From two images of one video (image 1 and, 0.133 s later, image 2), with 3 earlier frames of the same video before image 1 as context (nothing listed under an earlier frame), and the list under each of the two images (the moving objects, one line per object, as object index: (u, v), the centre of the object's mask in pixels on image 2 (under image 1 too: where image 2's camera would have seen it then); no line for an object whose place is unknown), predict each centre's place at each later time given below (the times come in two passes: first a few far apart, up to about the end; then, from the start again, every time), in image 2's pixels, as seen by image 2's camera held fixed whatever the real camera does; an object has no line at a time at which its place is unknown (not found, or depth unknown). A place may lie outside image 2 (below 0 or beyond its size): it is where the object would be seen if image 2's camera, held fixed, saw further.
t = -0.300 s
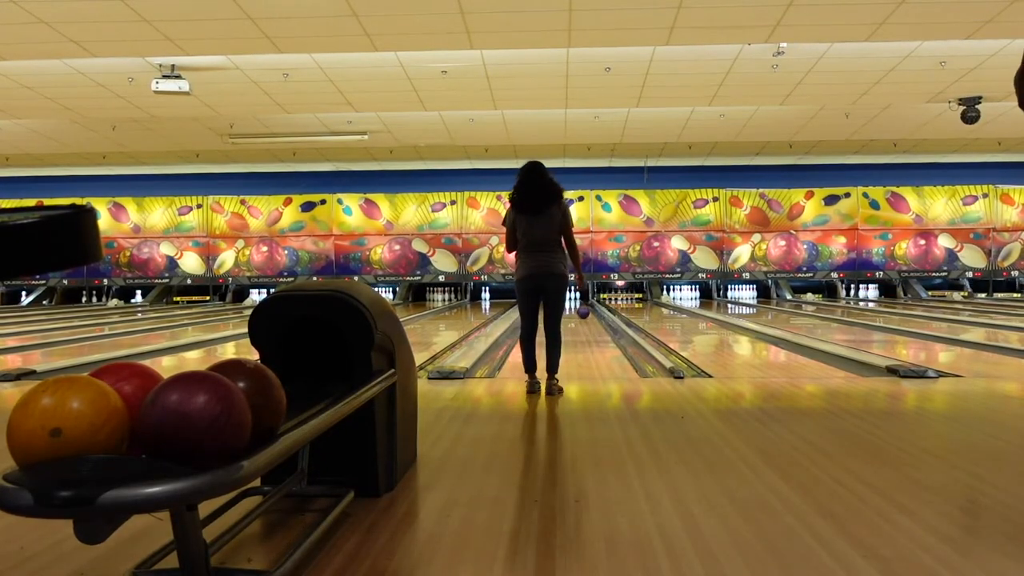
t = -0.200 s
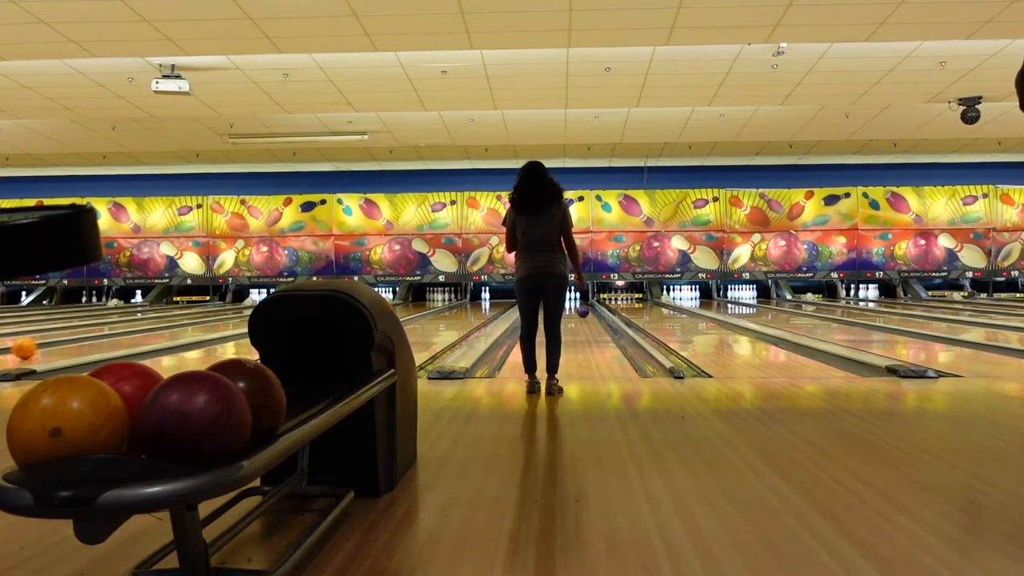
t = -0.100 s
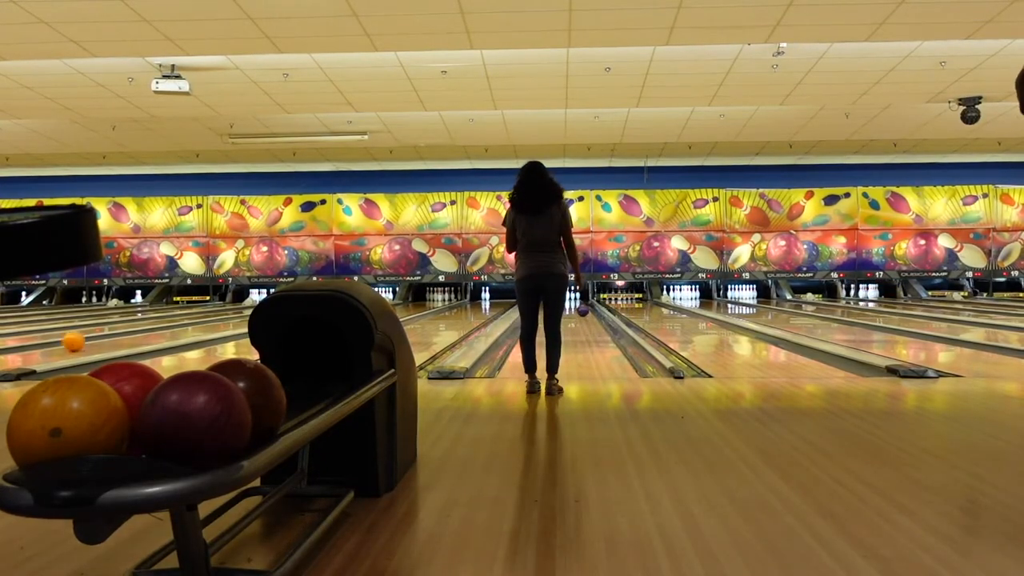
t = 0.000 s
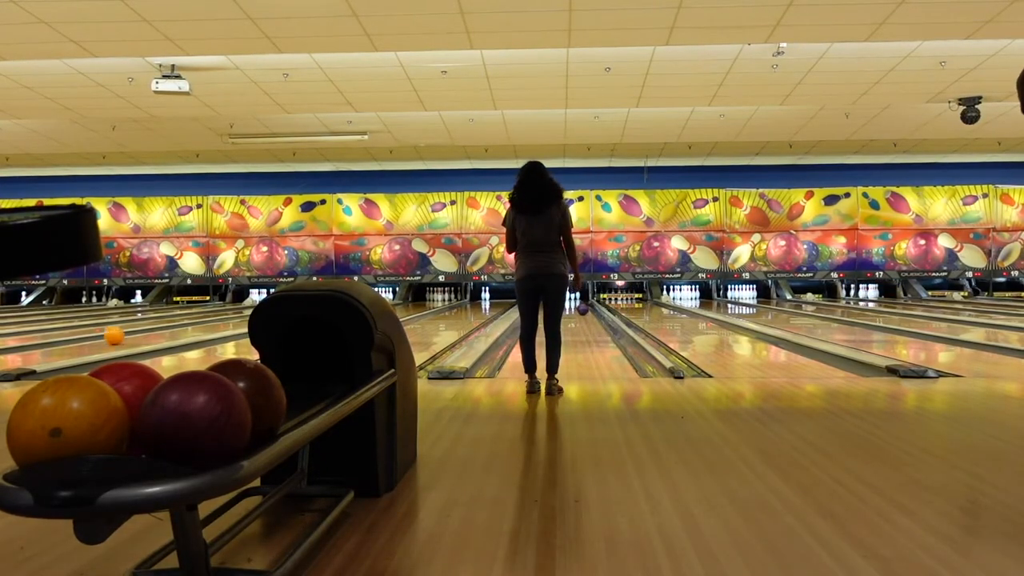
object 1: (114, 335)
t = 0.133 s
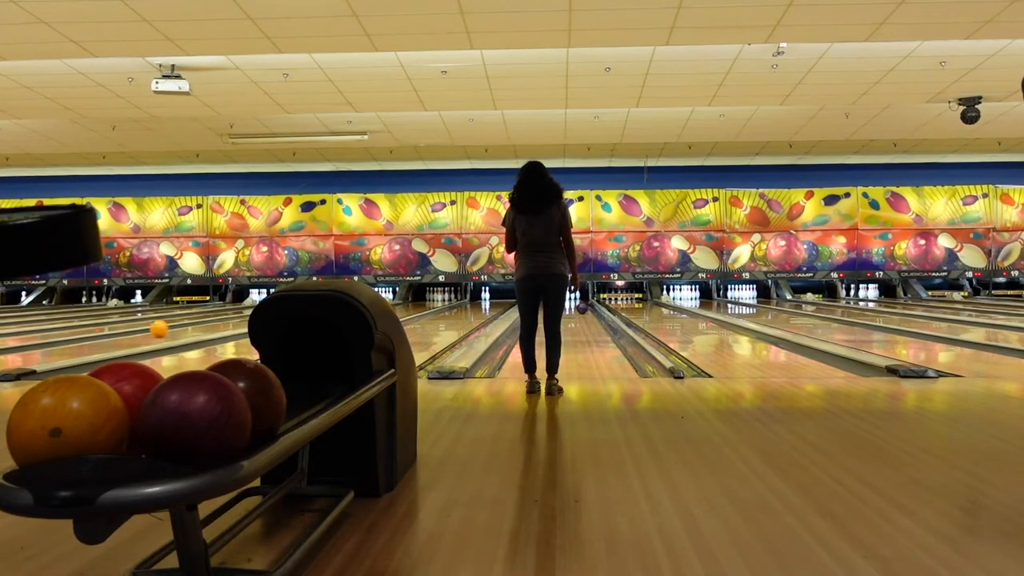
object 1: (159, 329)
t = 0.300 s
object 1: (204, 322)
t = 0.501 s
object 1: (244, 316)
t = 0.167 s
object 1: (169, 327)
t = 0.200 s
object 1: (178, 326)
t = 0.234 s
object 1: (187, 325)
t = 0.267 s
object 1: (196, 323)
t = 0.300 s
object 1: (204, 322)
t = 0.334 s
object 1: (211, 321)
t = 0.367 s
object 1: (219, 320)
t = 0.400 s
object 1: (226, 319)
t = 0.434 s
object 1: (232, 318)
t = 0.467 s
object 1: (239, 317)
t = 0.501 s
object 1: (244, 316)
